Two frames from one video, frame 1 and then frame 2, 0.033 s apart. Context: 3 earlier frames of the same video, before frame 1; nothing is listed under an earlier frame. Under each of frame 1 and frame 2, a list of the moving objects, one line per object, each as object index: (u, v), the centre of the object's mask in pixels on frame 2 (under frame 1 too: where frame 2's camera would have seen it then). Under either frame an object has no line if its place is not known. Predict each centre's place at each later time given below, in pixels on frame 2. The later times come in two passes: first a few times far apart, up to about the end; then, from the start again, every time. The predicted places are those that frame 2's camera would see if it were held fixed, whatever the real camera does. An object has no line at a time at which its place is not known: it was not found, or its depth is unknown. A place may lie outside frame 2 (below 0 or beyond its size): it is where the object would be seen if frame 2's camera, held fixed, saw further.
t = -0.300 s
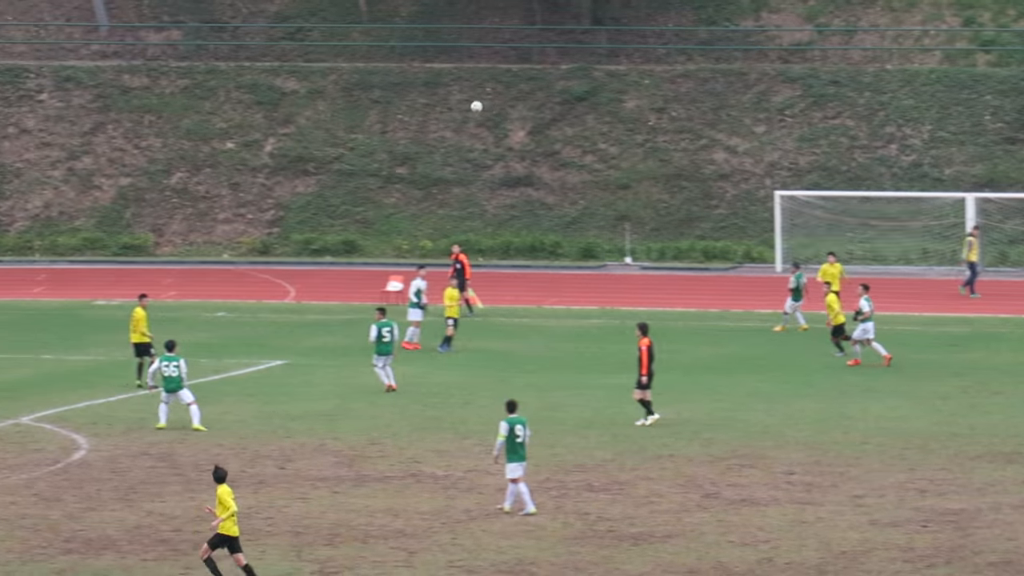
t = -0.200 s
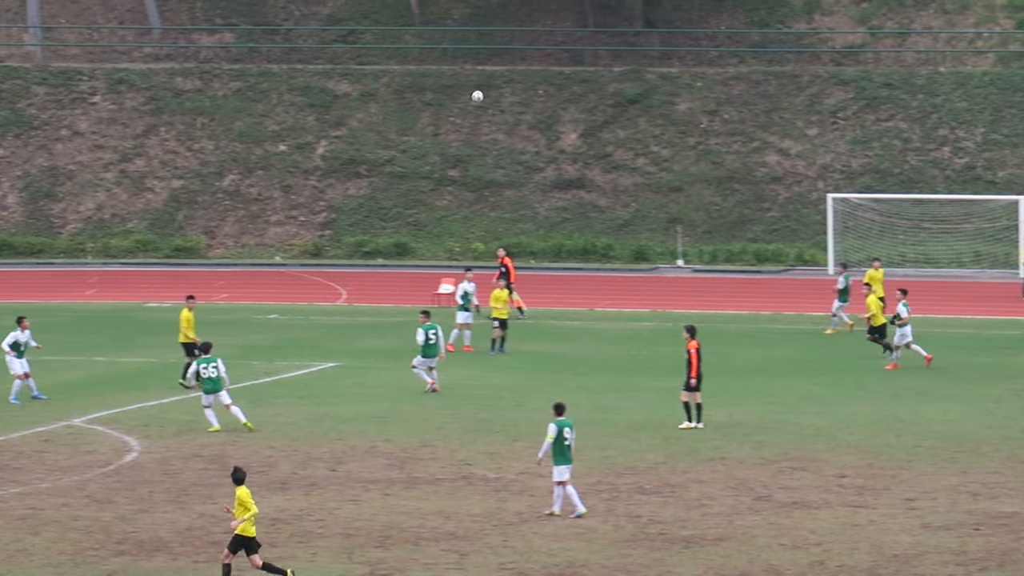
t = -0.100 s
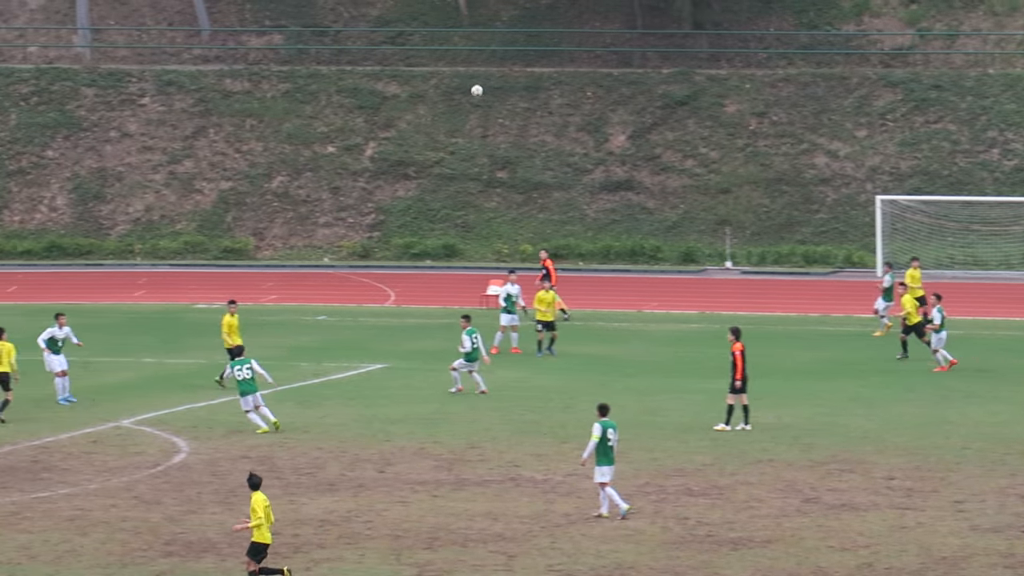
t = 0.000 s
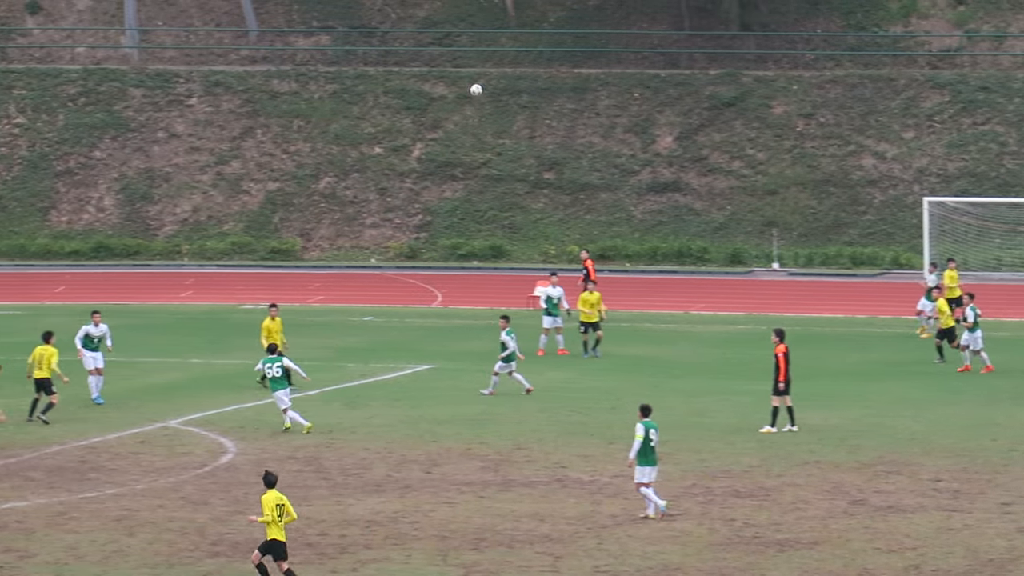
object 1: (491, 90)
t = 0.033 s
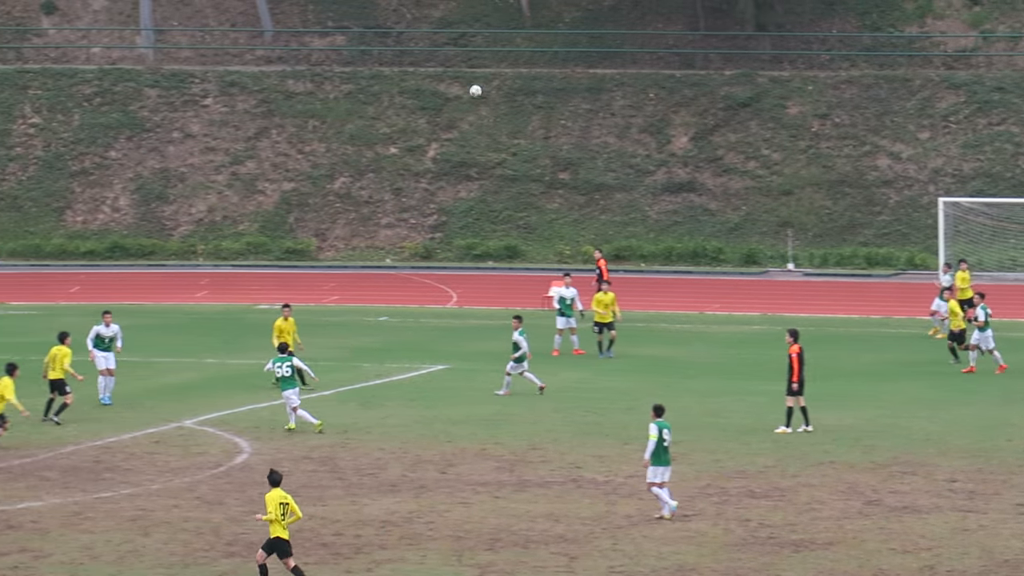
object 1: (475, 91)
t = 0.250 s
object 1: (375, 109)
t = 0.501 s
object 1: (264, 167)
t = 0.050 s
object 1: (468, 91)
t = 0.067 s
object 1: (459, 92)
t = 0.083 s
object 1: (452, 93)
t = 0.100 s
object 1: (444, 93)
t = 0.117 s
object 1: (436, 95)
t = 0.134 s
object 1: (429, 96)
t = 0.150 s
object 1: (421, 97)
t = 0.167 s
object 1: (413, 99)
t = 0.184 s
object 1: (405, 101)
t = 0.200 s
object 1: (398, 102)
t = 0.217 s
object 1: (390, 104)
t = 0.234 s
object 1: (382, 107)
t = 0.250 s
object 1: (375, 109)
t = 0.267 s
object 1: (367, 112)
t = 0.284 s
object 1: (360, 114)
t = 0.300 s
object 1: (353, 117)
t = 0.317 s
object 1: (345, 120)
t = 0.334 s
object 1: (337, 123)
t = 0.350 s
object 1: (330, 127)
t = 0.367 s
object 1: (323, 131)
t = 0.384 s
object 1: (315, 134)
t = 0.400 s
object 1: (308, 139)
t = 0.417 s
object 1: (300, 143)
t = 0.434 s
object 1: (293, 148)
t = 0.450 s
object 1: (286, 152)
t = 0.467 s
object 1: (278, 157)
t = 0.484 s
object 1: (271, 162)
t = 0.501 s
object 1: (264, 167)
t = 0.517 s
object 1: (257, 172)
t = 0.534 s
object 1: (250, 179)
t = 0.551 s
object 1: (242, 184)
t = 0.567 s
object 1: (235, 190)
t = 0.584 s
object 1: (228, 196)
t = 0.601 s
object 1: (221, 203)
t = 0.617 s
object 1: (214, 210)
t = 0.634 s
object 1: (207, 217)
